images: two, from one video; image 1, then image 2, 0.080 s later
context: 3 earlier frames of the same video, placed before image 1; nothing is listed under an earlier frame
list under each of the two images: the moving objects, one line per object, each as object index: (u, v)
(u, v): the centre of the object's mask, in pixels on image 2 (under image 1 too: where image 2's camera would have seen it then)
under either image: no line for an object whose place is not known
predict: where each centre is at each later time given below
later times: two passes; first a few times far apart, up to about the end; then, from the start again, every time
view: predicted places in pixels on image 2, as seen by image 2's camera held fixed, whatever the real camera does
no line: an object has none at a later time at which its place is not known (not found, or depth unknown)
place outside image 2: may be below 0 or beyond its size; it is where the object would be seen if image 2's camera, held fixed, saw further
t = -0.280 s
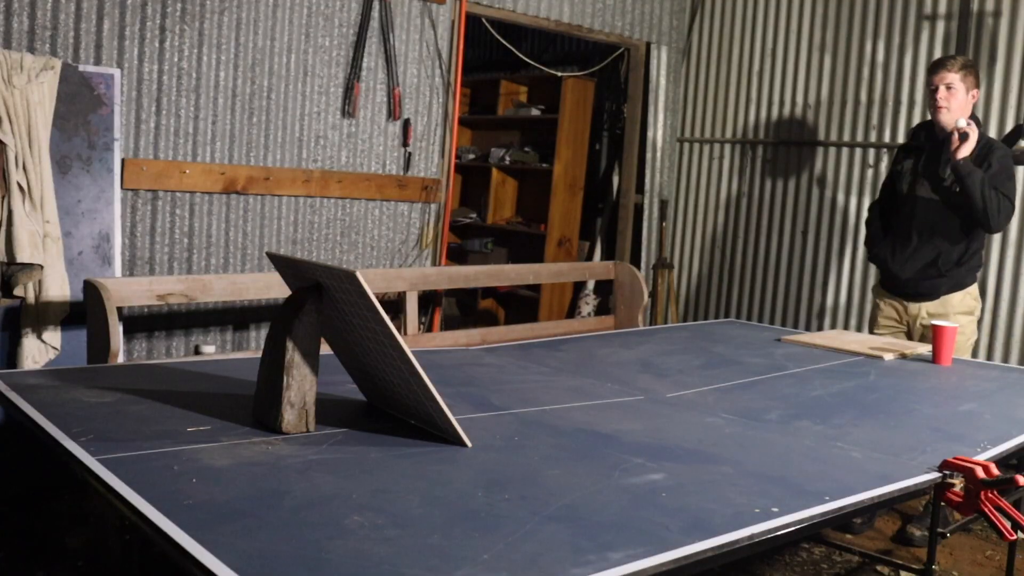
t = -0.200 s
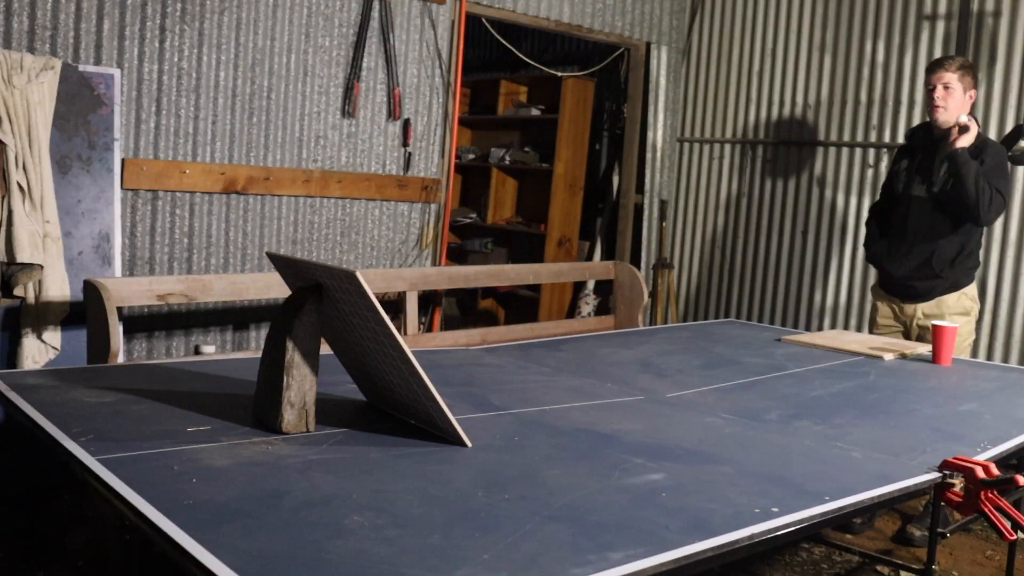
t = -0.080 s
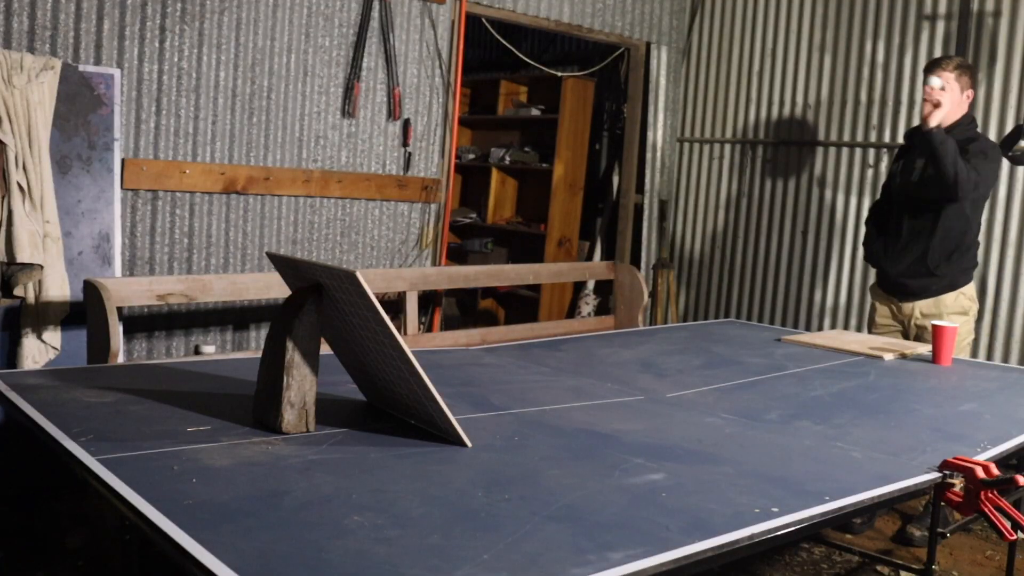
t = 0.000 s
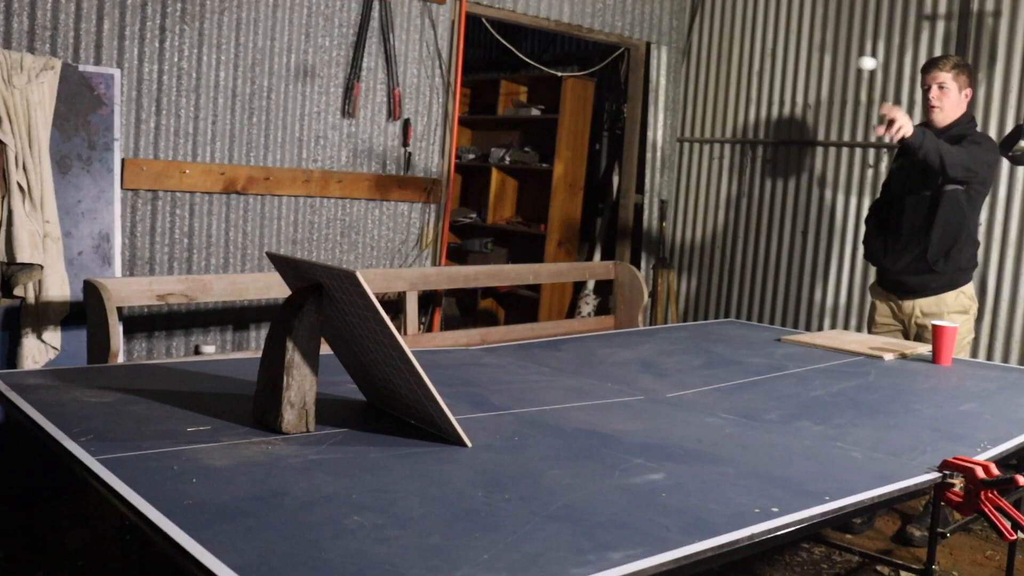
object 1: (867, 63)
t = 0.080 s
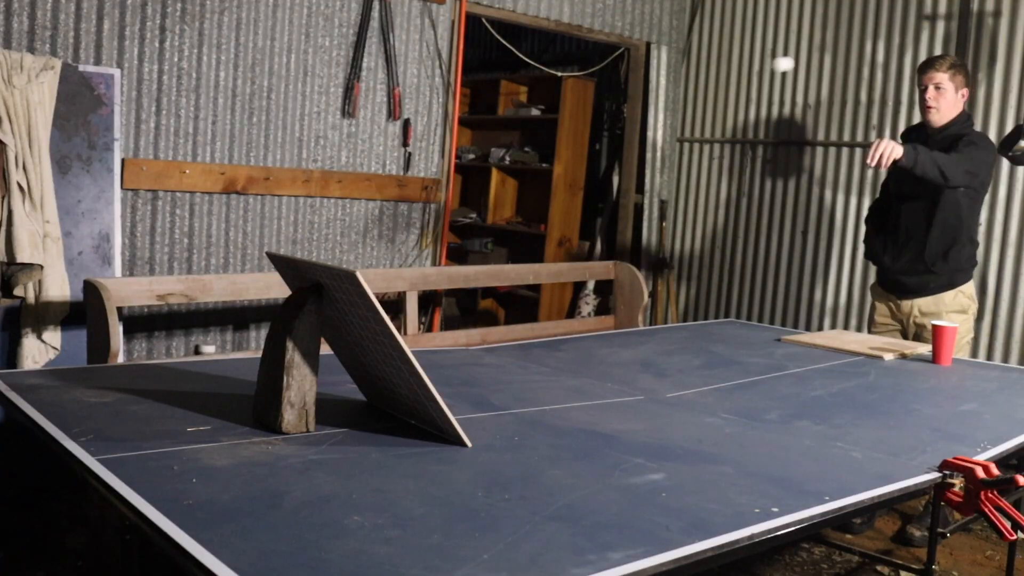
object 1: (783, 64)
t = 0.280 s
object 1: (470, 203)
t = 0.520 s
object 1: (630, 128)
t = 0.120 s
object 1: (734, 74)
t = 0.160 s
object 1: (679, 92)
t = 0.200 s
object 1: (617, 118)
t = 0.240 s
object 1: (547, 155)
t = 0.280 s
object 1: (470, 203)
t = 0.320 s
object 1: (388, 263)
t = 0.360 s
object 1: (381, 270)
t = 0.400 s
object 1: (454, 217)
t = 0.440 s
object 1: (519, 177)
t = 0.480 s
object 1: (578, 147)
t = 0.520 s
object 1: (630, 128)
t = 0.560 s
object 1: (679, 116)
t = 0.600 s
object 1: (723, 112)
